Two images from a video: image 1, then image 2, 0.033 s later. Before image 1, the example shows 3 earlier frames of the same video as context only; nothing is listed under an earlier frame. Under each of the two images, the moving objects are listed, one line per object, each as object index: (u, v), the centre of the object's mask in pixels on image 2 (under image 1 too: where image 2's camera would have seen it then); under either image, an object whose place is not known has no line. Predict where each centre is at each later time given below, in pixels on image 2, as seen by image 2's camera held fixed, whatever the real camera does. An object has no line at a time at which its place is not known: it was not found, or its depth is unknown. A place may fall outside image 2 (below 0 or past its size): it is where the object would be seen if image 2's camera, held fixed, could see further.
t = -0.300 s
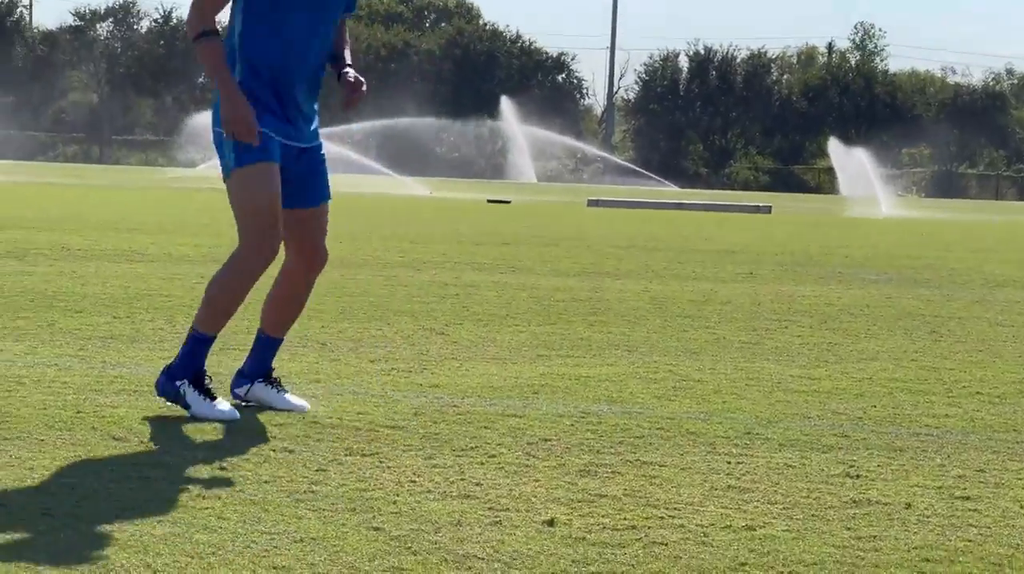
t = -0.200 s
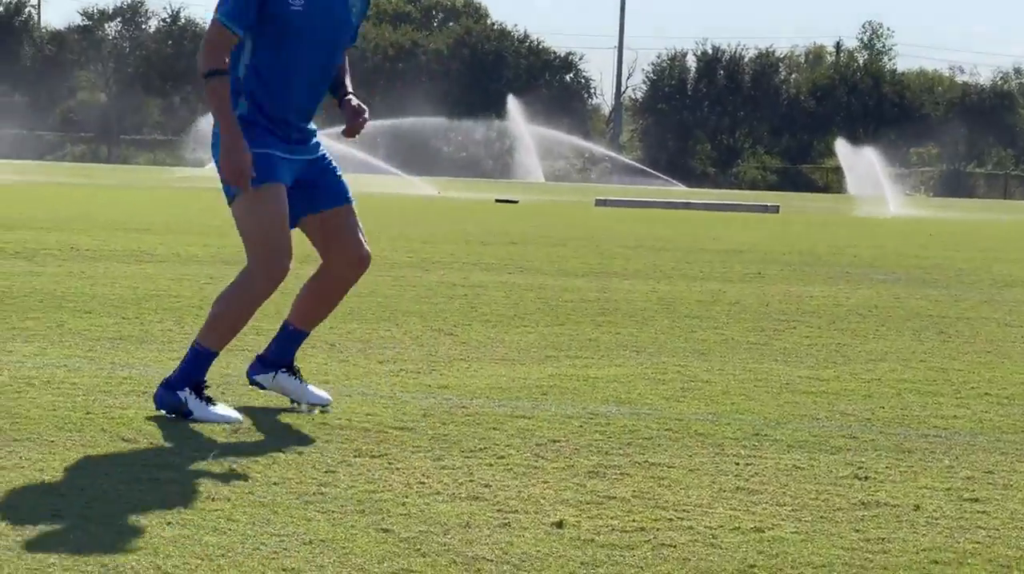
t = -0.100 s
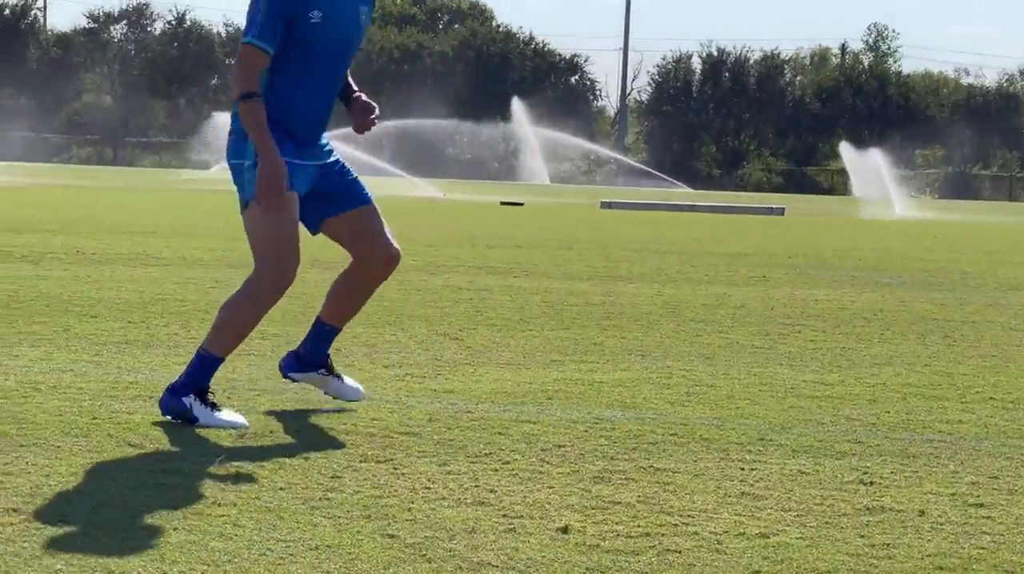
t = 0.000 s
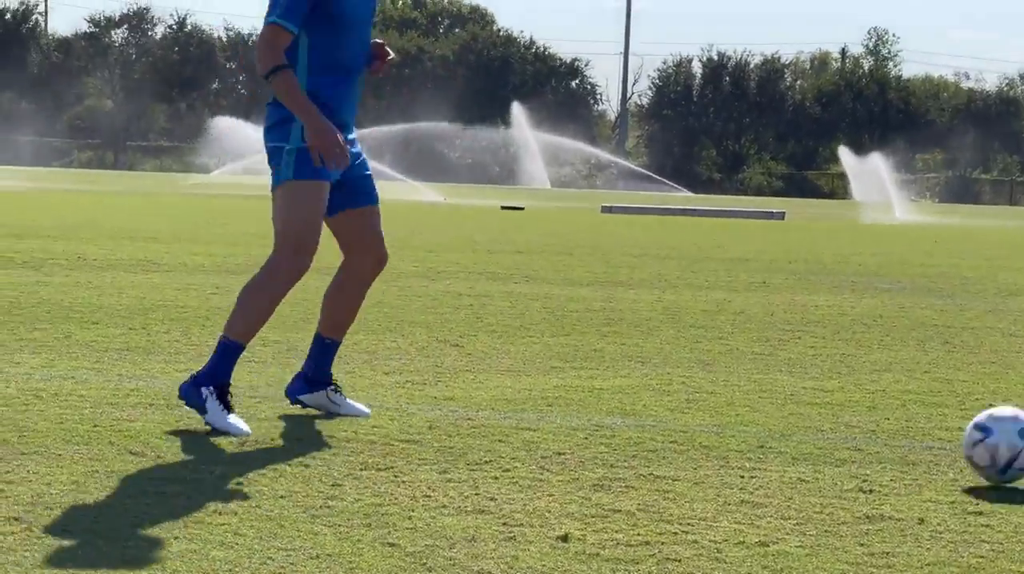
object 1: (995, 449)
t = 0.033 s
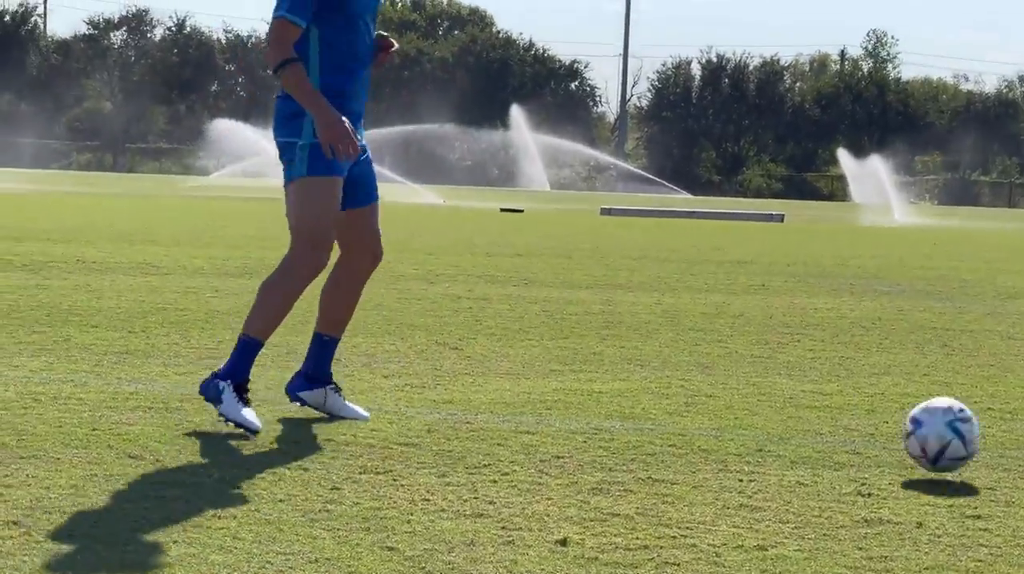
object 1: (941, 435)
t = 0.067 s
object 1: (895, 408)
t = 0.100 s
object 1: (850, 386)
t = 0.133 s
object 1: (807, 368)
